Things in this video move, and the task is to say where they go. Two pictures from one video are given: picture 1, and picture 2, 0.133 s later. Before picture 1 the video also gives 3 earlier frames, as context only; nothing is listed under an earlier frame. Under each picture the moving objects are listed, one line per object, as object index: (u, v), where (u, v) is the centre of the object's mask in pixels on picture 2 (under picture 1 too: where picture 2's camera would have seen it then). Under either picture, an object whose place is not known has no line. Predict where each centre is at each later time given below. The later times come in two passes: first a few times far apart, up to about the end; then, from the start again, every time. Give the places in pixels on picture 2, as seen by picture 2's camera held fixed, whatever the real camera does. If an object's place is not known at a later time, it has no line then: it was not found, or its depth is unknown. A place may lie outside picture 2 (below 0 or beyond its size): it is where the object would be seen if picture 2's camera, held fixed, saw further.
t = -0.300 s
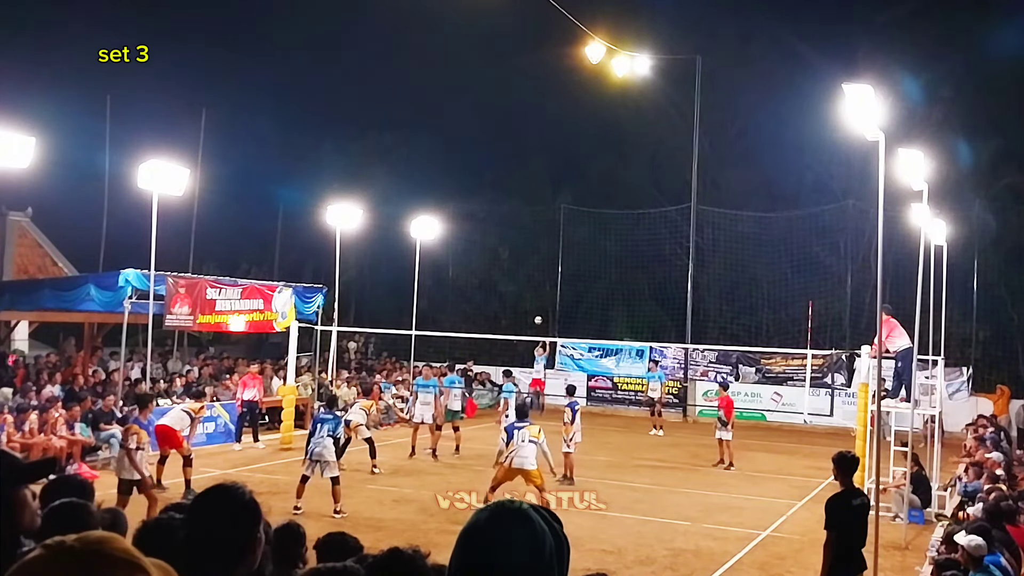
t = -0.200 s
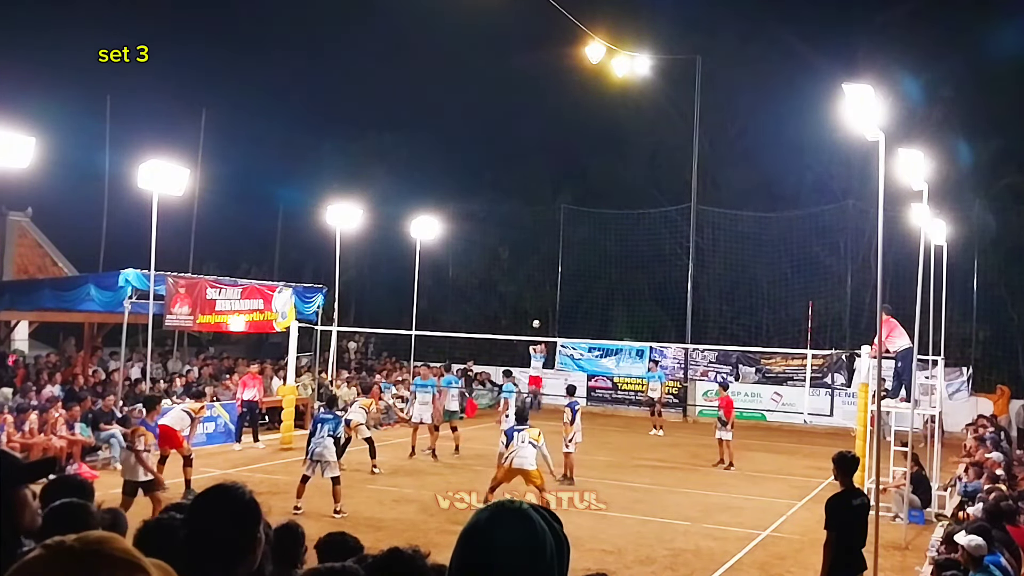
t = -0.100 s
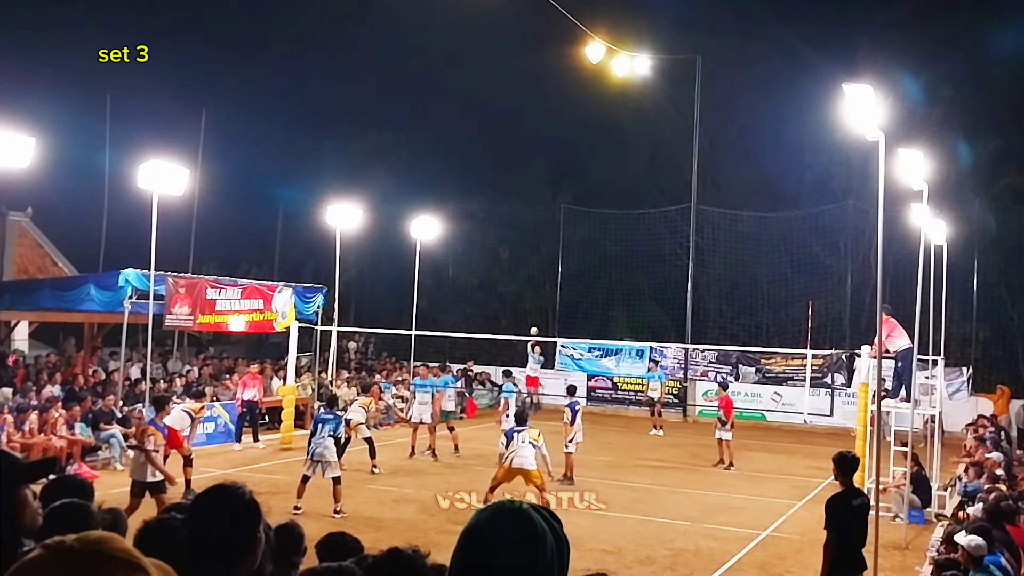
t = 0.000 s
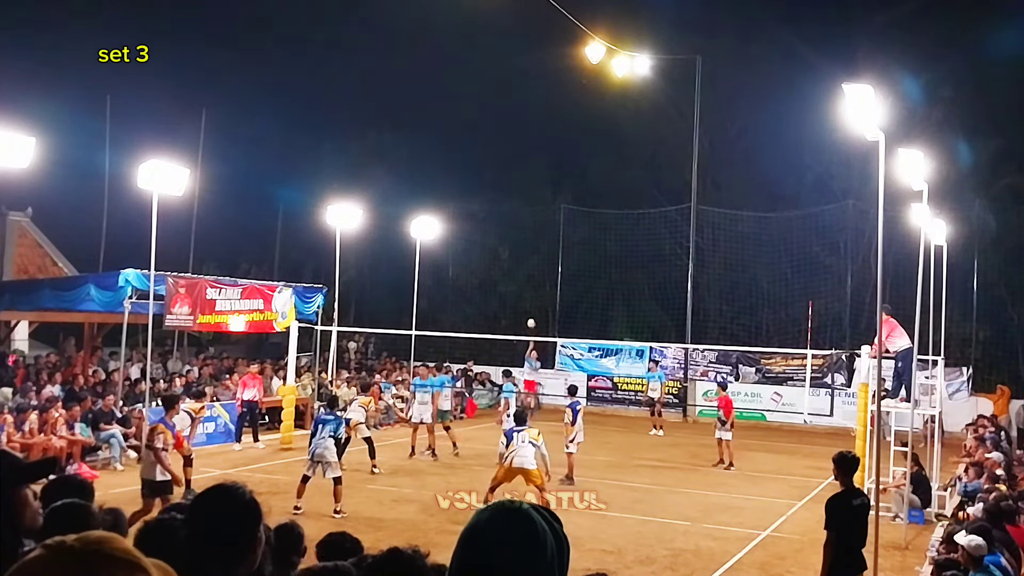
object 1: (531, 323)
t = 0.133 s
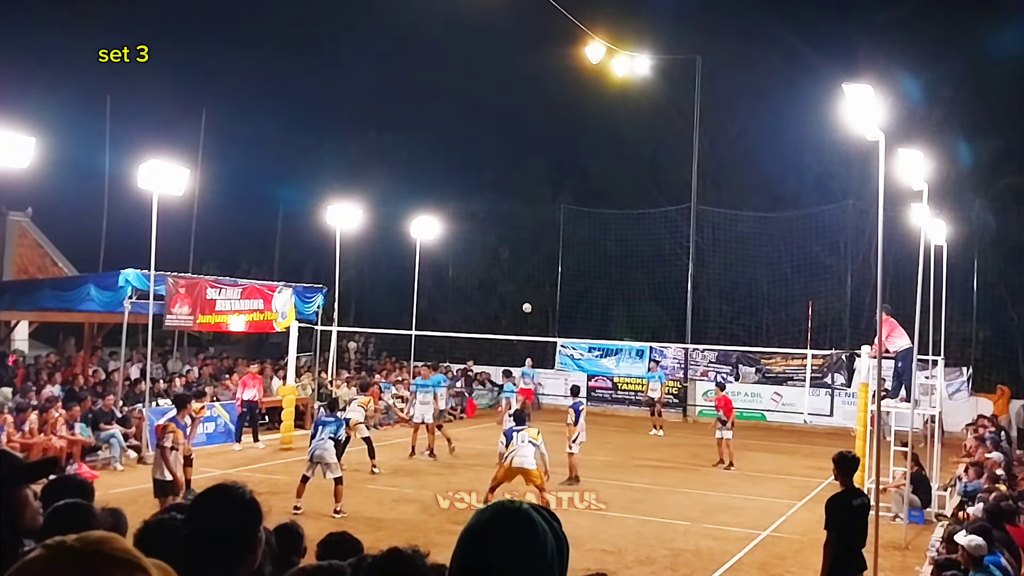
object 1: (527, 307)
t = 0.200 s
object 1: (525, 301)
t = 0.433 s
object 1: (514, 293)
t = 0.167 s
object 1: (526, 304)
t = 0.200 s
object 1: (525, 301)
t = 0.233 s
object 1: (524, 299)
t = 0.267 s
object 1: (522, 297)
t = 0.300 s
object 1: (521, 295)
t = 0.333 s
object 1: (520, 294)
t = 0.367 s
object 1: (518, 293)
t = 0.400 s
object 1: (516, 293)
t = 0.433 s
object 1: (514, 293)
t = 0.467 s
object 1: (512, 295)
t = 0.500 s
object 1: (510, 296)
